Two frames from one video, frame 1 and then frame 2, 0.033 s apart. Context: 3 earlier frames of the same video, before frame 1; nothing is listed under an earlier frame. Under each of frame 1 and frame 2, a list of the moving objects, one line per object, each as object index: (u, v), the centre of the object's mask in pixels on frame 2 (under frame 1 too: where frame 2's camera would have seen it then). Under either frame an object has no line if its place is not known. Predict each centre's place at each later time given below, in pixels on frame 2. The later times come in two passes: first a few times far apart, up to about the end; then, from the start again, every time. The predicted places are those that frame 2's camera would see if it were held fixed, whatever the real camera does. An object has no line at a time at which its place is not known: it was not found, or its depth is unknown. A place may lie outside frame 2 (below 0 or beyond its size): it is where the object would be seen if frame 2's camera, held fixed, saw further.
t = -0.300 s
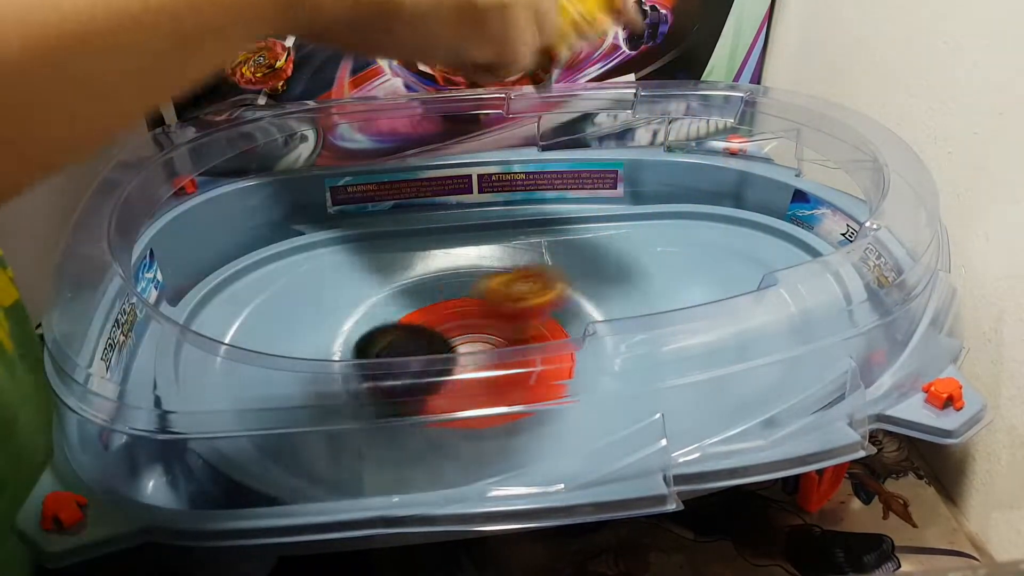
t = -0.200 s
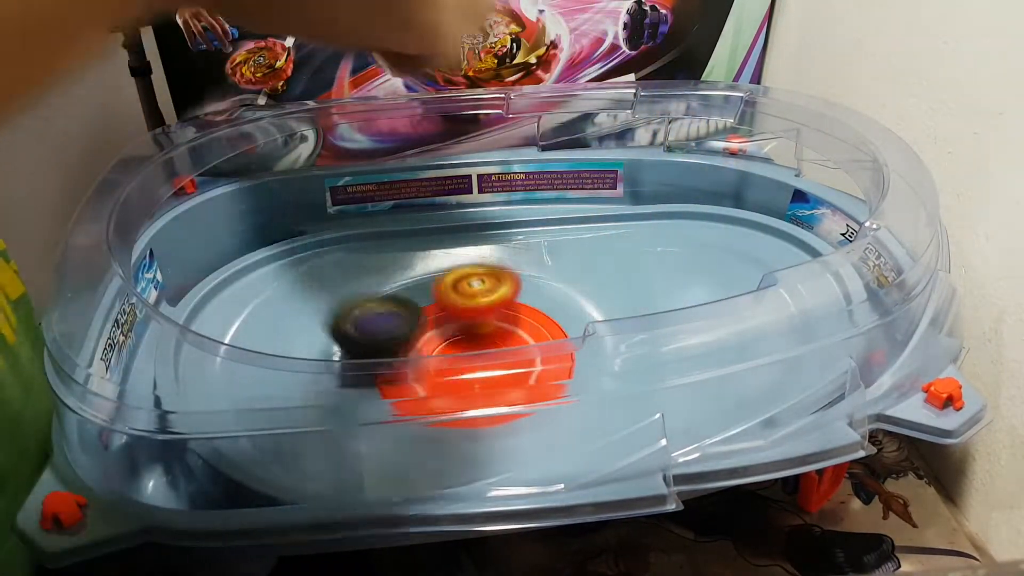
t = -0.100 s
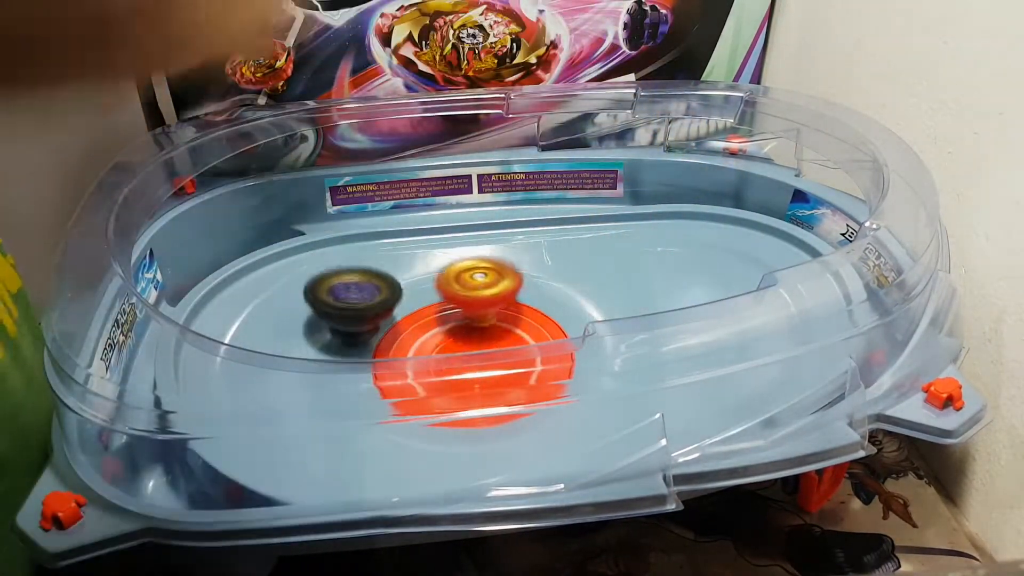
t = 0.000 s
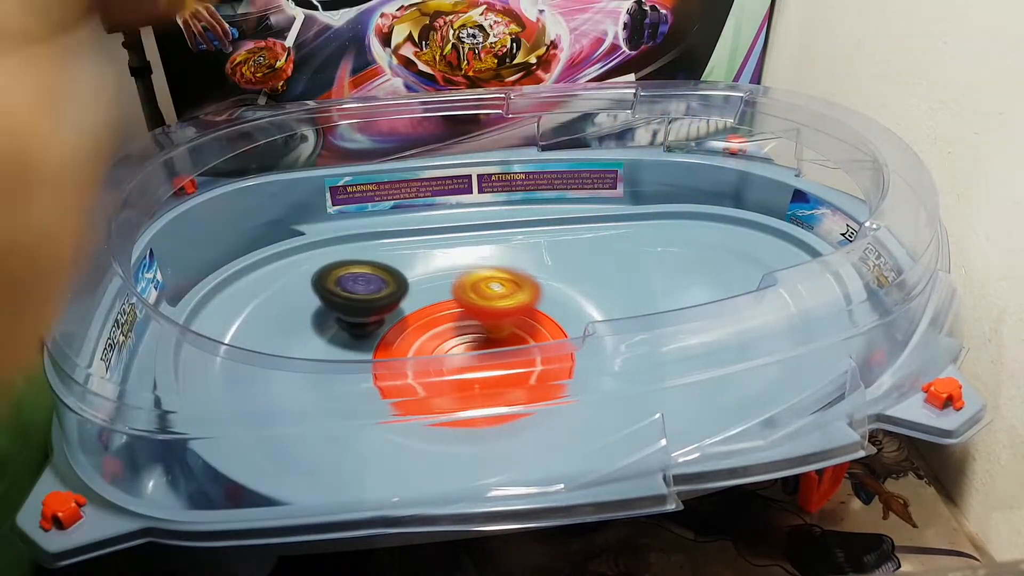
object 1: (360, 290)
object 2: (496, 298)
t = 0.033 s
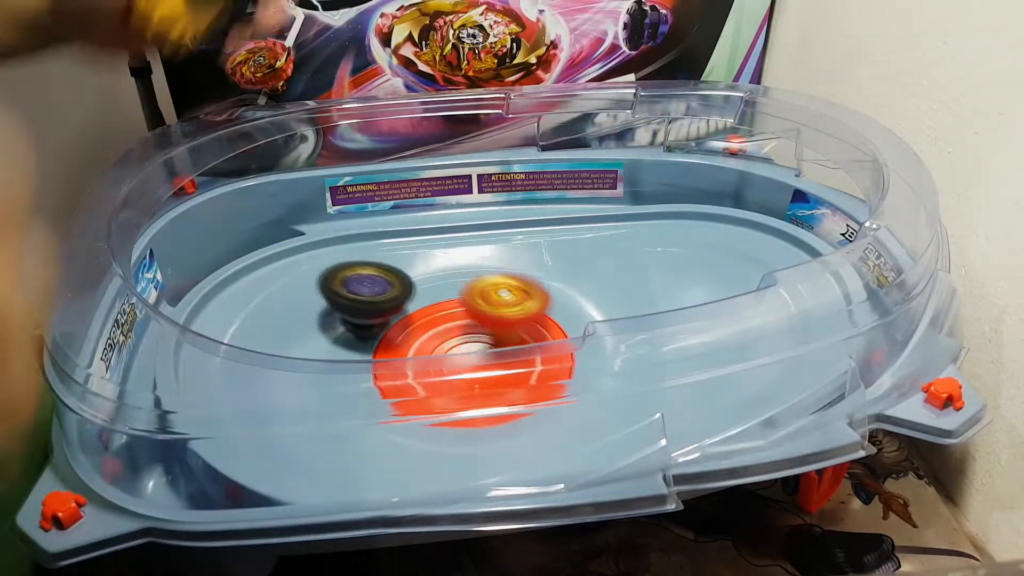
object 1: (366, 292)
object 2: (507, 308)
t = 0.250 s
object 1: (463, 308)
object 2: (490, 383)
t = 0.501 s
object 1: (594, 302)
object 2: (400, 373)
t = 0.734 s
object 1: (514, 316)
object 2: (436, 275)
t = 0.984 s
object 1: (386, 302)
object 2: (491, 222)
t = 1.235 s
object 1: (441, 292)
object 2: (374, 222)
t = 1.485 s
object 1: (600, 305)
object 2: (275, 308)
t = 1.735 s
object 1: (568, 302)
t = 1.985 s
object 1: (439, 294)
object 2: (657, 329)
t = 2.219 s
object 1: (458, 310)
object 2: (609, 211)
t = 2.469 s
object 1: (573, 309)
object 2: (423, 221)
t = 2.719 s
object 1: (473, 334)
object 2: (274, 324)
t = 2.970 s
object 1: (308, 296)
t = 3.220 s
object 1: (289, 270)
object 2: (621, 356)
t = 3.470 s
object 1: (315, 254)
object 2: (525, 234)
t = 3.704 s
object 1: (338, 271)
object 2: (380, 219)
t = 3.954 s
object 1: (402, 332)
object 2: (334, 267)
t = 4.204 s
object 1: (521, 325)
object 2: (405, 371)
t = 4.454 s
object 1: (602, 300)
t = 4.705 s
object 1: (618, 308)
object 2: (479, 309)
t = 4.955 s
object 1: (551, 315)
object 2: (472, 276)
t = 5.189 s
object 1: (448, 414)
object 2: (410, 219)
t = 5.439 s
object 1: (378, 440)
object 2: (377, 273)
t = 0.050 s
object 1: (370, 293)
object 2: (509, 309)
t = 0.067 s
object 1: (374, 294)
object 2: (513, 312)
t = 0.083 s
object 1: (379, 298)
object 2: (513, 316)
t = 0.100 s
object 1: (385, 301)
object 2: (519, 319)
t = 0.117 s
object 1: (390, 304)
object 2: (516, 323)
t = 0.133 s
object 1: (397, 306)
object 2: (518, 332)
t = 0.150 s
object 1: (404, 308)
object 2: (521, 339)
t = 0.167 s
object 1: (412, 310)
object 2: (522, 360)
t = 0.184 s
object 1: (423, 311)
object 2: (519, 364)
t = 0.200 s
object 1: (431, 311)
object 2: (514, 370)
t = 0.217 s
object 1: (441, 311)
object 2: (507, 375)
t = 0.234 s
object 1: (451, 311)
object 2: (498, 378)
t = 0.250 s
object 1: (463, 308)
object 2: (490, 383)
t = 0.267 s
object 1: (476, 307)
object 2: (484, 391)
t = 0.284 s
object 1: (485, 307)
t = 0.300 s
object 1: (498, 308)
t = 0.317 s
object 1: (510, 305)
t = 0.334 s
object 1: (522, 305)
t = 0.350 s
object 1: (535, 306)
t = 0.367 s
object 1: (546, 307)
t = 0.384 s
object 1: (556, 305)
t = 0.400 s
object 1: (566, 303)
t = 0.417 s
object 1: (573, 303)
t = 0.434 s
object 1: (580, 302)
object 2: (406, 390)
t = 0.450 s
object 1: (585, 302)
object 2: (403, 387)
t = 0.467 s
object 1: (589, 302)
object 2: (400, 385)
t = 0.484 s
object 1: (592, 302)
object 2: (401, 383)
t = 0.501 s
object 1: (594, 302)
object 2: (400, 373)
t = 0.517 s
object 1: (595, 302)
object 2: (403, 370)
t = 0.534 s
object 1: (594, 303)
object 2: (406, 368)
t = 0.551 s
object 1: (593, 303)
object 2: (409, 358)
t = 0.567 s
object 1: (590, 304)
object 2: (410, 344)
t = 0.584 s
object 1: (586, 305)
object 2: (411, 341)
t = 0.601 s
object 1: (581, 306)
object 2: (414, 337)
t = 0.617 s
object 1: (575, 307)
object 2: (415, 333)
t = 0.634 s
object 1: (569, 308)
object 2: (417, 326)
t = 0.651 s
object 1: (561, 309)
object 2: (419, 320)
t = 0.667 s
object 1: (552, 311)
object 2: (422, 312)
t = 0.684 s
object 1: (545, 312)
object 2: (424, 304)
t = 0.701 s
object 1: (537, 313)
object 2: (426, 292)
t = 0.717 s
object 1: (526, 315)
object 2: (430, 283)
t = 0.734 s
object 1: (514, 316)
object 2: (436, 275)
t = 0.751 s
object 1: (503, 318)
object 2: (442, 267)
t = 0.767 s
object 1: (494, 320)
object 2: (449, 259)
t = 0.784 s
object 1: (483, 323)
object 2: (456, 252)
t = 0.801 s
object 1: (472, 324)
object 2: (462, 246)
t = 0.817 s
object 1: (462, 325)
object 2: (468, 242)
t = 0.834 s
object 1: (452, 326)
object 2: (474, 239)
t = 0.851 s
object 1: (442, 325)
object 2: (479, 234)
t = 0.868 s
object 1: (433, 325)
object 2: (483, 232)
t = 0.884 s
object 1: (423, 324)
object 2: (487, 230)
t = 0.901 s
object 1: (414, 322)
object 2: (489, 228)
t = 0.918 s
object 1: (406, 321)
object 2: (491, 226)
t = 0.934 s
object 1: (399, 317)
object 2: (492, 224)
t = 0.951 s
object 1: (394, 312)
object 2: (493, 223)
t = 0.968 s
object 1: (390, 308)
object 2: (492, 223)
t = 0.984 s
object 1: (386, 302)
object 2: (491, 222)
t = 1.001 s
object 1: (384, 296)
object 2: (489, 221)
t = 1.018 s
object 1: (384, 291)
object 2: (485, 220)
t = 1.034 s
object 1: (385, 286)
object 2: (481, 219)
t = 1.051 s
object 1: (386, 283)
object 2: (476, 218)
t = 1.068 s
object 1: (387, 280)
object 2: (470, 218)
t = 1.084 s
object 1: (390, 279)
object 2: (463, 217)
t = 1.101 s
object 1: (394, 278)
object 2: (456, 216)
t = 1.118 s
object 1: (397, 278)
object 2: (447, 215)
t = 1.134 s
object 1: (401, 279)
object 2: (438, 215)
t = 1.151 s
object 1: (406, 280)
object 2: (428, 215)
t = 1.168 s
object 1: (412, 282)
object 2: (418, 215)
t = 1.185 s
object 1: (416, 285)
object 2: (407, 216)
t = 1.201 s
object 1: (424, 287)
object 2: (397, 217)
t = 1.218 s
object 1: (433, 290)
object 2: (385, 219)
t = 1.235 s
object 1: (441, 292)
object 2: (374, 222)
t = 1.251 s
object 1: (452, 292)
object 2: (363, 225)
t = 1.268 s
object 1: (463, 294)
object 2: (352, 229)
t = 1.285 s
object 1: (475, 295)
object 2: (342, 232)
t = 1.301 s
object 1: (487, 296)
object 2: (333, 236)
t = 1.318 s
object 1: (500, 299)
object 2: (324, 240)
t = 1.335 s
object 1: (515, 300)
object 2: (316, 244)
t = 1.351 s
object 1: (529, 300)
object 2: (308, 250)
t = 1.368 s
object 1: (545, 304)
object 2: (301, 256)
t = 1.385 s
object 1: (556, 304)
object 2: (295, 262)
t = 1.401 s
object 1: (567, 303)
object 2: (290, 268)
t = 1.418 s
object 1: (577, 303)
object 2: (286, 275)
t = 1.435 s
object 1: (584, 303)
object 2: (282, 283)
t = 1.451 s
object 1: (591, 304)
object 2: (279, 290)
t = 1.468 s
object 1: (596, 305)
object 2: (276, 298)
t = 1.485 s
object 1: (600, 305)
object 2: (275, 308)
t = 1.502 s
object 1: (603, 306)
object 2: (275, 314)
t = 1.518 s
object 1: (606, 306)
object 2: (277, 320)
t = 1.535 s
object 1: (607, 307)
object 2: (280, 326)
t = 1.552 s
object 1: (608, 307)
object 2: (285, 331)
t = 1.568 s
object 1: (608, 307)
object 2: (289, 351)
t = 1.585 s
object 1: (607, 307)
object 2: (295, 358)
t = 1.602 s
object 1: (606, 307)
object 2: (303, 368)
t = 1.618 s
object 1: (605, 307)
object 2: (311, 378)
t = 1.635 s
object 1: (602, 306)
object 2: (323, 384)
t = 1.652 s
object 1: (599, 305)
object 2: (332, 390)
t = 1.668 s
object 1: (595, 305)
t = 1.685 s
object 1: (591, 304)
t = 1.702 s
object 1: (584, 303)
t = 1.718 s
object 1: (576, 302)
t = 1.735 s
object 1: (568, 302)
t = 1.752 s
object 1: (560, 301)
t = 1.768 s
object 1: (549, 300)
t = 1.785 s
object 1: (539, 294)
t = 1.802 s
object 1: (528, 291)
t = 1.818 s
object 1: (518, 289)
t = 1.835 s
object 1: (507, 287)
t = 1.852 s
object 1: (498, 286)
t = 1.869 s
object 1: (489, 285)
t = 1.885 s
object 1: (480, 285)
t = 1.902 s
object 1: (471, 286)
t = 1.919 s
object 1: (463, 287)
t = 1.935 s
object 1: (456, 288)
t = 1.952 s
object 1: (449, 289)
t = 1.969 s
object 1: (443, 291)
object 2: (650, 344)
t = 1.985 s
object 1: (439, 294)
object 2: (657, 329)
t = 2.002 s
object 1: (435, 296)
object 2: (663, 321)
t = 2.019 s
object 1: (432, 298)
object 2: (667, 310)
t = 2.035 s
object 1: (430, 300)
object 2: (665, 289)
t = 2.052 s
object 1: (428, 303)
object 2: (667, 284)
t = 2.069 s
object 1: (429, 305)
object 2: (668, 277)
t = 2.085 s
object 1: (429, 306)
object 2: (666, 270)
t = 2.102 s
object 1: (430, 308)
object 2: (662, 261)
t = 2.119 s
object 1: (432, 310)
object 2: (657, 253)
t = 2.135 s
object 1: (435, 311)
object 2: (651, 245)
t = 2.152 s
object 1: (439, 311)
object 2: (644, 237)
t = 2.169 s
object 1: (443, 312)
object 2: (636, 229)
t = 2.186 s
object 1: (447, 312)
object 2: (628, 223)
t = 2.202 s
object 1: (453, 310)
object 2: (618, 217)
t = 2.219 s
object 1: (458, 310)
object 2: (609, 211)
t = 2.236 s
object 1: (465, 308)
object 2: (599, 206)
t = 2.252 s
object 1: (473, 307)
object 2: (590, 202)
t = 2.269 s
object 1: (481, 306)
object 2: (577, 201)
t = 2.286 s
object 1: (490, 304)
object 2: (565, 203)
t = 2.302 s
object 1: (500, 302)
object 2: (553, 206)
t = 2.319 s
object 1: (509, 302)
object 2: (542, 207)
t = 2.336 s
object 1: (519, 304)
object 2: (529, 208)
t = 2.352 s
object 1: (530, 303)
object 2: (516, 209)
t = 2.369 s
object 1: (539, 305)
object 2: (504, 209)
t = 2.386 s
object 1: (548, 306)
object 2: (490, 211)
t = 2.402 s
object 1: (556, 306)
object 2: (475, 212)
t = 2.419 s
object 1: (562, 306)
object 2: (462, 213)
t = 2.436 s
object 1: (567, 307)
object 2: (448, 215)
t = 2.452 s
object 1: (571, 308)
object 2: (436, 218)
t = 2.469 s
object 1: (573, 309)
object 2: (423, 221)
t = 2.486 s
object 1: (574, 310)
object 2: (408, 227)
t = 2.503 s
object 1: (574, 312)
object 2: (394, 233)
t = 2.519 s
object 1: (572, 314)
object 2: (382, 236)
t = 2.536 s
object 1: (570, 315)
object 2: (370, 242)
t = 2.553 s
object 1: (567, 317)
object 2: (357, 248)
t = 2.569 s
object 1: (561, 319)
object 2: (345, 254)
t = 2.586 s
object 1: (557, 321)
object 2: (334, 261)
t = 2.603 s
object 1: (551, 322)
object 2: (324, 268)
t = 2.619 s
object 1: (544, 324)
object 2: (314, 274)
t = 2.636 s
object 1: (537, 326)
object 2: (305, 283)
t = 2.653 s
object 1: (525, 327)
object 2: (297, 291)
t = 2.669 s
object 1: (515, 329)
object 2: (291, 300)
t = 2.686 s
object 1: (501, 331)
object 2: (283, 311)
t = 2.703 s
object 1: (488, 332)
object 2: (278, 317)
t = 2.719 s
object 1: (473, 334)
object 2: (274, 324)
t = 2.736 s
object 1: (457, 335)
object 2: (272, 333)
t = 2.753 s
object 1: (440, 335)
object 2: (267, 357)
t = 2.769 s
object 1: (423, 336)
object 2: (267, 364)
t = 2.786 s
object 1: (406, 334)
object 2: (266, 373)
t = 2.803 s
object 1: (389, 332)
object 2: (271, 389)
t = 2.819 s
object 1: (372, 329)
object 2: (273, 400)
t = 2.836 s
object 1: (360, 324)
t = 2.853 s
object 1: (350, 321)
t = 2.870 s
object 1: (341, 316)
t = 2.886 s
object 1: (334, 311)
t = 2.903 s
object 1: (328, 307)
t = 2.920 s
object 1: (321, 303)
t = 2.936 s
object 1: (317, 300)
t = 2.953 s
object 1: (313, 298)
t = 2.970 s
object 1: (308, 296)
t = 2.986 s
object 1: (306, 294)
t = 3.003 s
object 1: (303, 292)
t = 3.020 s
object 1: (300, 290)
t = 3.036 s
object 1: (298, 288)
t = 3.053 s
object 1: (296, 286)
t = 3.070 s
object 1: (295, 285)
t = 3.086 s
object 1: (293, 284)
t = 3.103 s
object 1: (291, 283)
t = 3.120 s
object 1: (291, 280)
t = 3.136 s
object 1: (290, 279)
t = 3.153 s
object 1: (289, 277)
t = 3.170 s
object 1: (289, 276)
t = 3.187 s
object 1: (288, 274)
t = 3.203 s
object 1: (288, 272)
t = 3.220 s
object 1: (289, 270)
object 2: (621, 356)
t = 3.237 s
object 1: (288, 269)
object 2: (623, 348)
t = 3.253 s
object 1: (289, 267)
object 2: (623, 334)
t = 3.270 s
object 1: (290, 265)
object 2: (623, 323)
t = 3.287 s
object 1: (291, 264)
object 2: (617, 301)
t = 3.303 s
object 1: (293, 263)
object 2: (614, 297)
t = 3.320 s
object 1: (294, 262)
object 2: (614, 291)
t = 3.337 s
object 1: (295, 261)
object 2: (609, 285)
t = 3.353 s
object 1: (298, 259)
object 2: (603, 278)
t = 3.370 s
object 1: (299, 258)
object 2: (589, 271)
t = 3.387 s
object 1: (301, 257)
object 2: (581, 263)
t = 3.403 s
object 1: (304, 256)
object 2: (575, 256)
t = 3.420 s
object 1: (307, 256)
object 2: (564, 249)
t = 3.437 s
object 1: (310, 255)
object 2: (549, 244)
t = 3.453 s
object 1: (312, 254)
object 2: (536, 239)
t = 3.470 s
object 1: (315, 254)
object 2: (525, 234)
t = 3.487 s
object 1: (319, 253)
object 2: (515, 230)
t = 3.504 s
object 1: (322, 253)
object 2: (501, 227)
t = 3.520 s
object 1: (325, 253)
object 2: (487, 224)
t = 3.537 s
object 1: (329, 253)
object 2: (474, 222)
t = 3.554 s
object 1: (332, 253)
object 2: (461, 221)
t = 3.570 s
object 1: (336, 253)
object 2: (450, 219)
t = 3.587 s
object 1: (341, 253)
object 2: (437, 219)
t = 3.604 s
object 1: (344, 253)
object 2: (423, 219)
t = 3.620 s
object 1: (346, 256)
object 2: (413, 218)
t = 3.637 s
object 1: (343, 257)
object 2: (405, 216)
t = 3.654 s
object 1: (341, 261)
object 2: (399, 215)
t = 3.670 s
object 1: (340, 264)
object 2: (393, 215)
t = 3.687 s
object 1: (339, 268)
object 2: (386, 217)
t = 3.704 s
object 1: (338, 271)
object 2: (380, 219)
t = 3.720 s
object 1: (339, 275)
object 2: (374, 220)
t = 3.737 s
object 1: (340, 278)
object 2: (368, 220)
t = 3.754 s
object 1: (342, 282)
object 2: (362, 221)
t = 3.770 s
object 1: (343, 286)
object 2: (356, 224)
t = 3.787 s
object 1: (345, 291)
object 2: (351, 226)
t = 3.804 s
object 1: (347, 294)
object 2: (347, 229)
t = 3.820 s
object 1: (350, 299)
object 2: (344, 232)
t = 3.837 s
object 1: (354, 305)
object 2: (340, 234)
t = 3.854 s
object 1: (357, 312)
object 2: (338, 238)
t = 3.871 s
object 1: (361, 316)
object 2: (336, 243)
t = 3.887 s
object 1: (368, 320)
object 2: (334, 247)
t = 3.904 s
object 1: (376, 325)
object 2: (334, 251)
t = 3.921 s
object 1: (387, 328)
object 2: (333, 257)
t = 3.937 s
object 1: (394, 330)
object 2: (333, 262)
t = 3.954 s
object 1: (402, 332)
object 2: (334, 267)
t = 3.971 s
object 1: (411, 334)
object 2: (335, 272)
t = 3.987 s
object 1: (421, 334)
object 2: (337, 278)
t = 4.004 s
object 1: (431, 335)
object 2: (339, 283)
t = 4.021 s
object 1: (440, 334)
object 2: (343, 291)
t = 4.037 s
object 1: (448, 334)
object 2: (347, 298)
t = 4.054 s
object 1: (456, 333)
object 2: (352, 307)
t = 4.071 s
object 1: (463, 333)
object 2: (355, 315)
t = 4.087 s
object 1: (470, 332)
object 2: (361, 323)
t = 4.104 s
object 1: (475, 331)
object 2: (368, 330)
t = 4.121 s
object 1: (480, 330)
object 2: (376, 336)
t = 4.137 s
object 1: (488, 330)
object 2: (378, 340)
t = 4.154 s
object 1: (498, 328)
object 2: (382, 353)
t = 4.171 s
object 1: (507, 327)
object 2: (386, 362)
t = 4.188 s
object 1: (514, 326)
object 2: (394, 368)
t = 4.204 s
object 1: (521, 325)
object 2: (405, 371)
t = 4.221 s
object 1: (526, 325)
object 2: (415, 373)
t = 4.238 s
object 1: (531, 325)
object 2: (427, 383)
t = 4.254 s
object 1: (534, 326)
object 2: (446, 385)
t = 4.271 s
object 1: (538, 326)
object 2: (455, 390)
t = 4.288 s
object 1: (546, 323)
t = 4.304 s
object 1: (555, 321)
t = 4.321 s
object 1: (564, 318)
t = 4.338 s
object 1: (571, 315)
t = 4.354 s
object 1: (580, 311)
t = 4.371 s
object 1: (593, 321)
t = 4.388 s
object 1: (591, 307)
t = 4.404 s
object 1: (594, 305)
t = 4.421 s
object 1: (597, 303)
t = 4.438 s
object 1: (600, 301)
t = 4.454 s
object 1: (602, 300)
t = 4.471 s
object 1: (606, 309)
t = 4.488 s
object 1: (605, 298)
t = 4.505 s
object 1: (607, 297)
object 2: (509, 381)
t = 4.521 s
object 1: (609, 296)
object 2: (513, 375)
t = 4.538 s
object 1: (611, 295)
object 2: (514, 369)
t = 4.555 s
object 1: (612, 295)
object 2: (509, 336)
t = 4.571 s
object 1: (614, 302)
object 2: (508, 334)
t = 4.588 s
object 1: (614, 294)
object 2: (507, 331)
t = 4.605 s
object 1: (616, 294)
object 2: (510, 327)
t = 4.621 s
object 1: (616, 294)
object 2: (506, 324)
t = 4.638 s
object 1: (618, 302)
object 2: (502, 322)
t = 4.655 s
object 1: (618, 307)
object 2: (495, 320)
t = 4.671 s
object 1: (619, 307)
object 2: (491, 317)
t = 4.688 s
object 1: (618, 307)
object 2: (486, 315)
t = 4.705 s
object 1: (618, 308)
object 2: (479, 309)
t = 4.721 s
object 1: (616, 308)
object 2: (476, 312)
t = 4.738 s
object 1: (615, 309)
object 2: (472, 311)
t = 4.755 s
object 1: (612, 309)
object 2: (468, 308)
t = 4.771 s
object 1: (610, 309)
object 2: (467, 304)
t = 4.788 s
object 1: (607, 311)
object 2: (464, 302)
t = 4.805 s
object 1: (602, 307)
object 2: (464, 298)
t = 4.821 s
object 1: (599, 311)
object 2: (463, 296)
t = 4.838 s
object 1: (591, 307)
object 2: (463, 294)
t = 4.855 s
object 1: (583, 304)
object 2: (465, 292)
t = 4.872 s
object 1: (576, 305)
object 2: (467, 290)
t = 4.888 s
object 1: (569, 306)
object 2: (469, 288)
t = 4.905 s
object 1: (562, 308)
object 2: (472, 286)
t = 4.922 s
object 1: (555, 309)
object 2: (476, 288)
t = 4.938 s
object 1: (552, 312)
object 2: (476, 286)
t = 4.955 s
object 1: (551, 315)
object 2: (472, 276)
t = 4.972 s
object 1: (550, 320)
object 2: (467, 268)
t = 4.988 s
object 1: (547, 324)
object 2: (464, 260)
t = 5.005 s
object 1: (544, 328)
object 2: (460, 254)
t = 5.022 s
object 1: (540, 333)
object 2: (456, 249)
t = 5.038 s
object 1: (534, 368)
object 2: (452, 243)
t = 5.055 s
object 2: (447, 239)
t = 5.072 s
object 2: (443, 235)
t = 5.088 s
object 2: (439, 230)
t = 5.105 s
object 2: (434, 227)
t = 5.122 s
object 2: (429, 223)
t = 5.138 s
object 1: (472, 416)
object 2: (425, 220)
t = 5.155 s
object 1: (466, 406)
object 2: (420, 217)
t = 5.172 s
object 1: (456, 409)
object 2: (415, 215)
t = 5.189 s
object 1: (448, 414)
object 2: (410, 219)
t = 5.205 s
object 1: (440, 416)
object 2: (407, 222)
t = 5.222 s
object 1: (433, 421)
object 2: (402, 227)
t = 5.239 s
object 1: (427, 422)
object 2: (398, 231)
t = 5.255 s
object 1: (421, 425)
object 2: (394, 235)
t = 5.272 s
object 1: (416, 427)
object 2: (391, 240)
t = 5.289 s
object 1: (411, 431)
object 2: (388, 242)
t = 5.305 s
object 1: (407, 433)
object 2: (386, 246)
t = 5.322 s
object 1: (403, 434)
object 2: (383, 249)
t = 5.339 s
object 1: (401, 434)
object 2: (380, 253)
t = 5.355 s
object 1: (397, 436)
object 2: (379, 257)
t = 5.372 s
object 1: (394, 435)
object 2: (377, 260)
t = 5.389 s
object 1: (389, 437)
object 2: (376, 263)
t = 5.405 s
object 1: (386, 437)
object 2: (376, 267)
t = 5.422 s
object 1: (382, 438)
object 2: (376, 270)
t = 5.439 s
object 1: (378, 440)
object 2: (377, 273)
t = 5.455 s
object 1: (375, 439)
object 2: (379, 276)
